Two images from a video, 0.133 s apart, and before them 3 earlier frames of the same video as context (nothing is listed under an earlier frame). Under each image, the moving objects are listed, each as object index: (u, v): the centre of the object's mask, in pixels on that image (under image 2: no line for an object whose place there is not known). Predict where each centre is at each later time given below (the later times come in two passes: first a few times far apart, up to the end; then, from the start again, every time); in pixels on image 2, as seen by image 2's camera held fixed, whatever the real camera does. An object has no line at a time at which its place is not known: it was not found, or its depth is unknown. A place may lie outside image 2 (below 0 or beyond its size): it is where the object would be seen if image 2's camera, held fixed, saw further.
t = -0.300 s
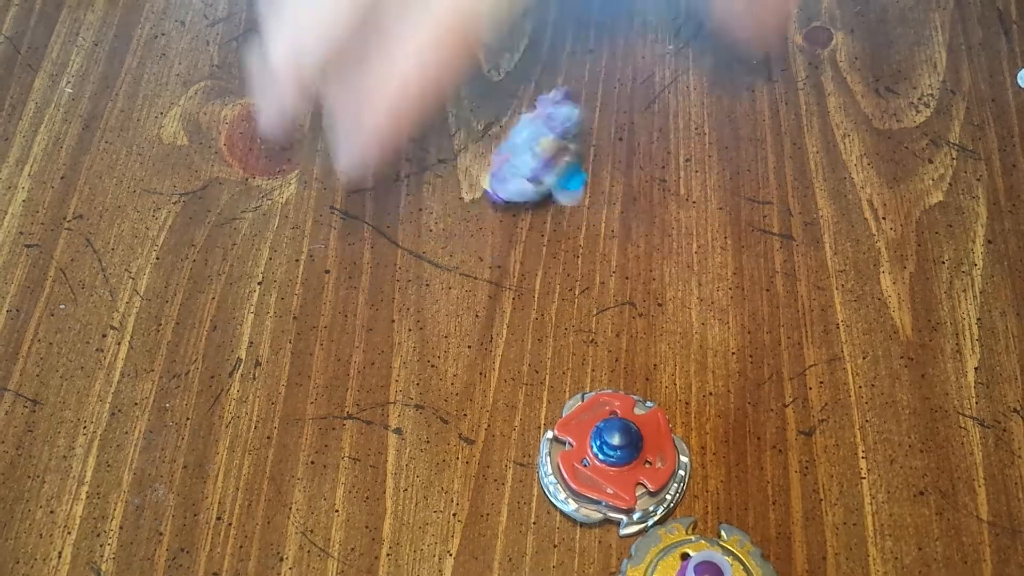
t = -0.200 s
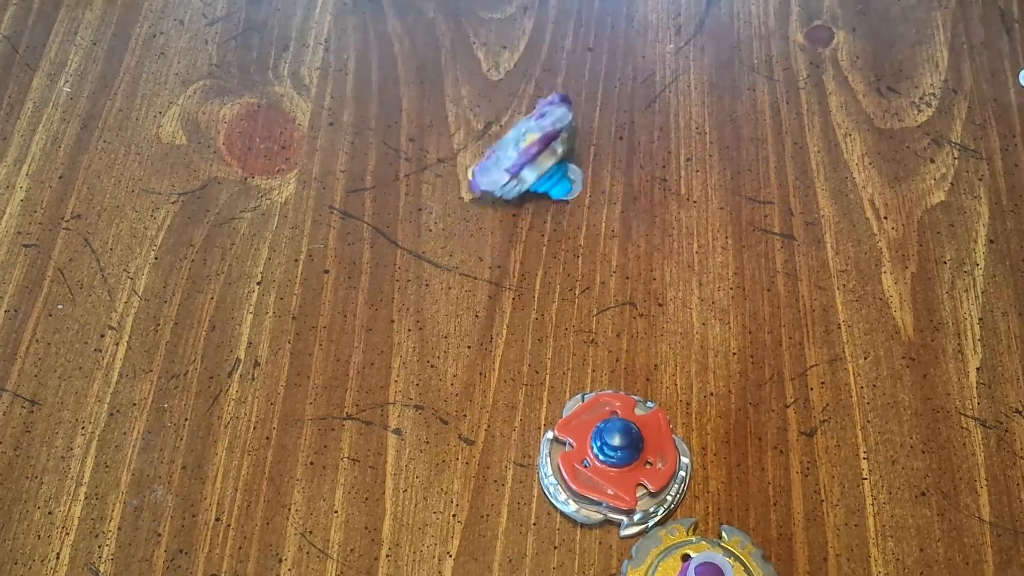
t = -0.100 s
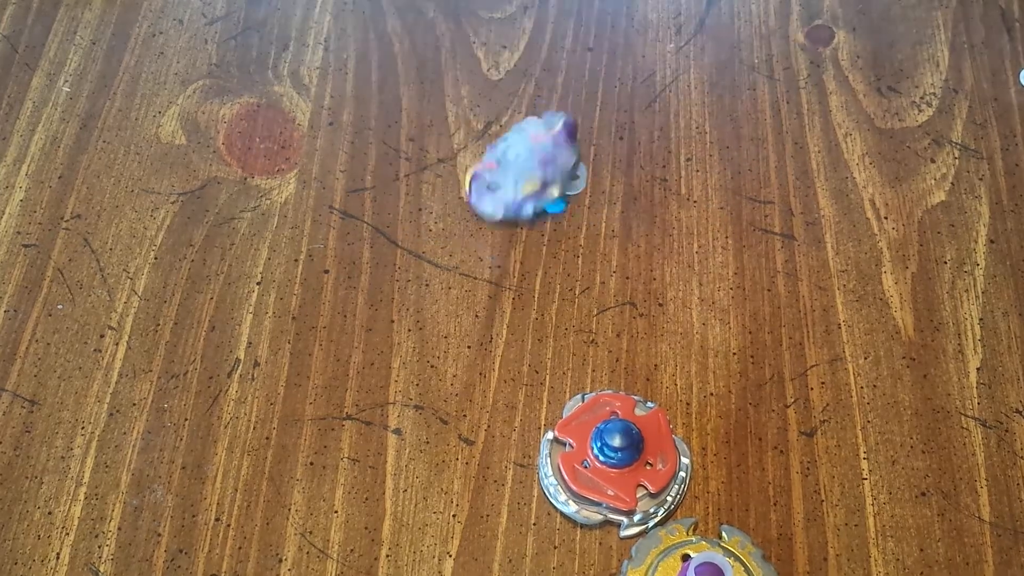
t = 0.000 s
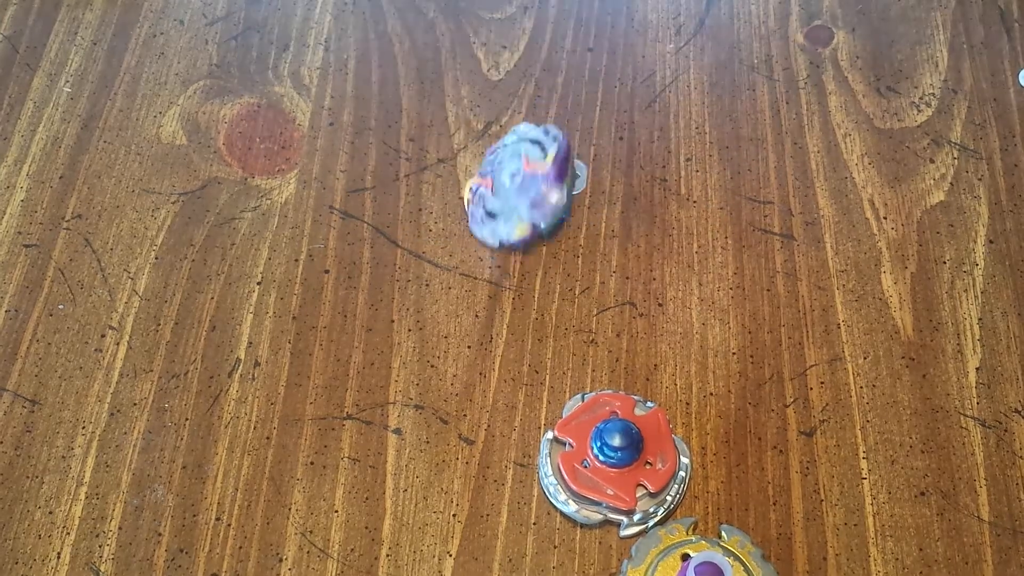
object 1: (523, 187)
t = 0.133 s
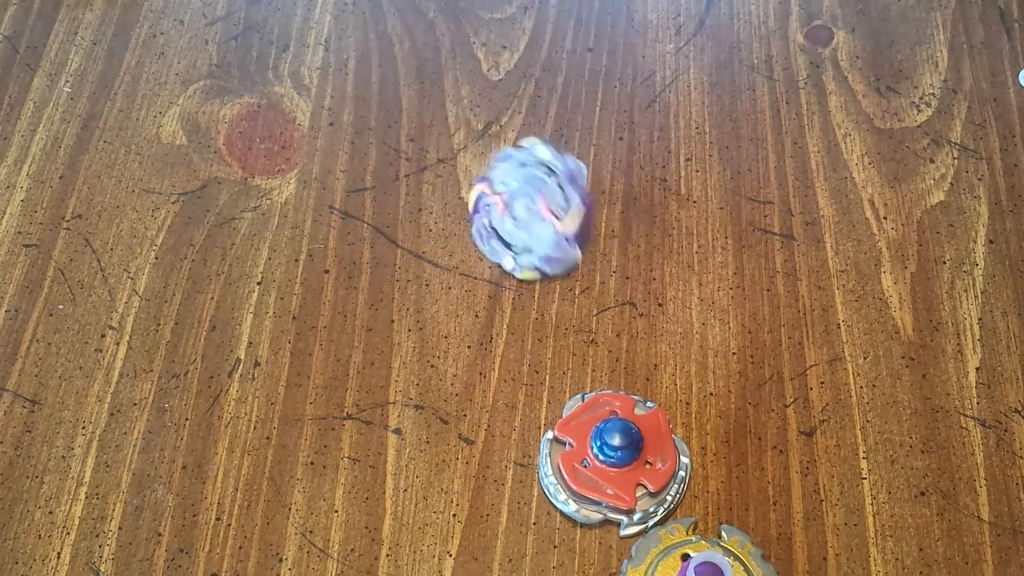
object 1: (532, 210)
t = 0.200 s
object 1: (543, 218)
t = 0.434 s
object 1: (574, 225)
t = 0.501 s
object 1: (583, 223)
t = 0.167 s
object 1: (537, 215)
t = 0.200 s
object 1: (543, 218)
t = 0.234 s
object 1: (550, 222)
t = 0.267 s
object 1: (556, 223)
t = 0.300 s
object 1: (560, 224)
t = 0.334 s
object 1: (563, 224)
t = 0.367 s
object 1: (566, 224)
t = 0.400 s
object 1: (570, 224)
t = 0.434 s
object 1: (574, 225)
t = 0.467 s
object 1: (578, 224)
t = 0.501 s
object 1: (583, 223)
